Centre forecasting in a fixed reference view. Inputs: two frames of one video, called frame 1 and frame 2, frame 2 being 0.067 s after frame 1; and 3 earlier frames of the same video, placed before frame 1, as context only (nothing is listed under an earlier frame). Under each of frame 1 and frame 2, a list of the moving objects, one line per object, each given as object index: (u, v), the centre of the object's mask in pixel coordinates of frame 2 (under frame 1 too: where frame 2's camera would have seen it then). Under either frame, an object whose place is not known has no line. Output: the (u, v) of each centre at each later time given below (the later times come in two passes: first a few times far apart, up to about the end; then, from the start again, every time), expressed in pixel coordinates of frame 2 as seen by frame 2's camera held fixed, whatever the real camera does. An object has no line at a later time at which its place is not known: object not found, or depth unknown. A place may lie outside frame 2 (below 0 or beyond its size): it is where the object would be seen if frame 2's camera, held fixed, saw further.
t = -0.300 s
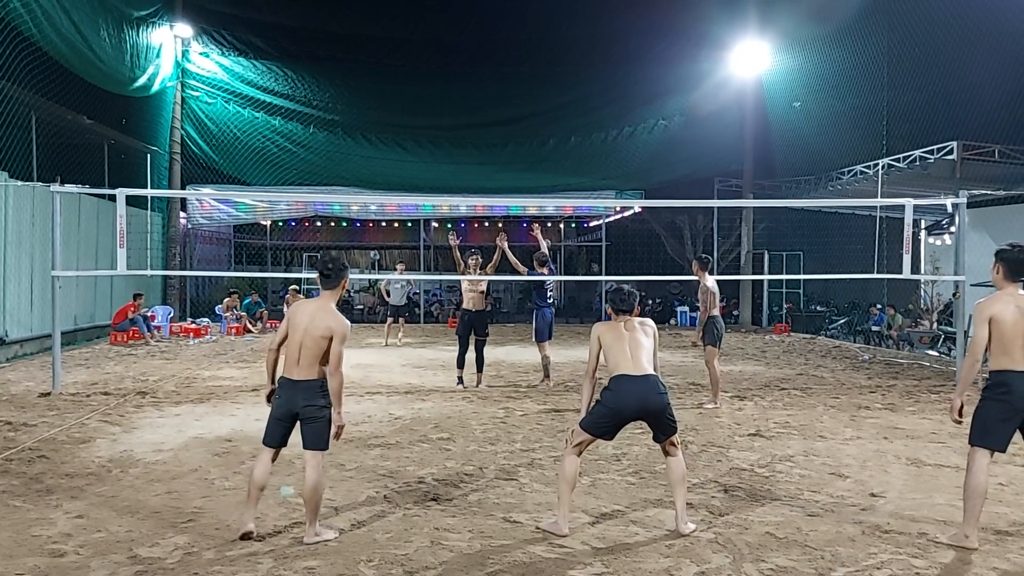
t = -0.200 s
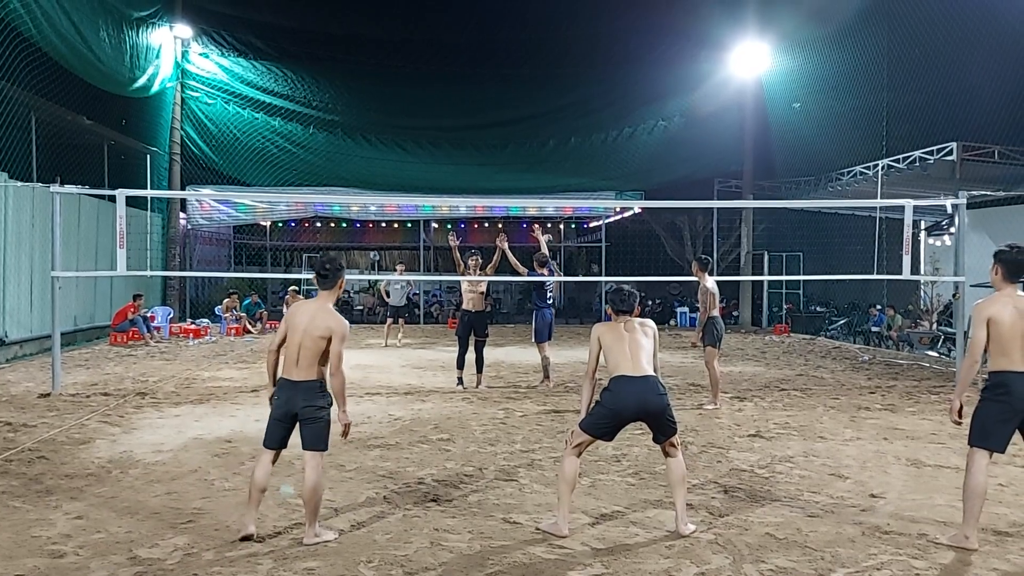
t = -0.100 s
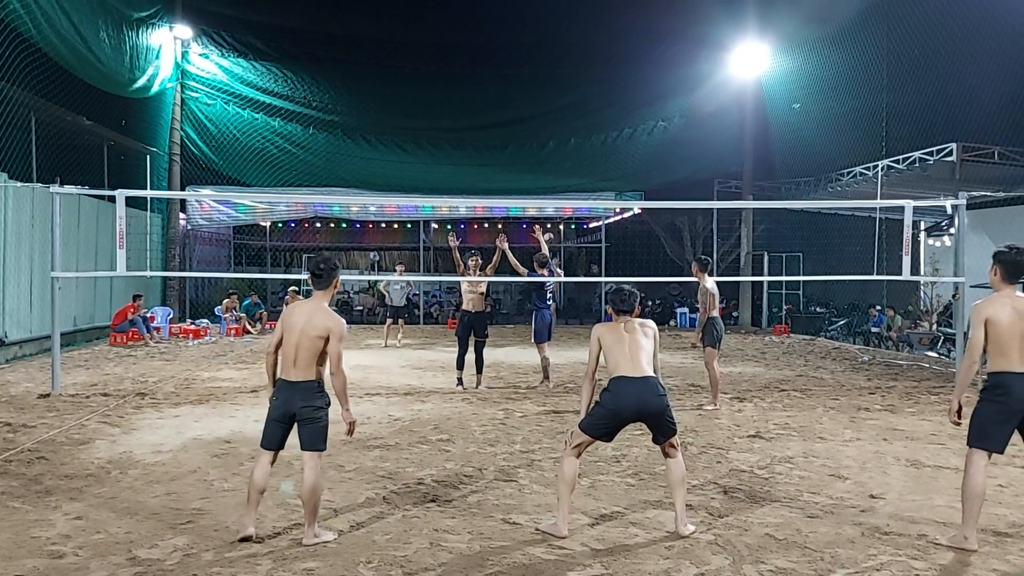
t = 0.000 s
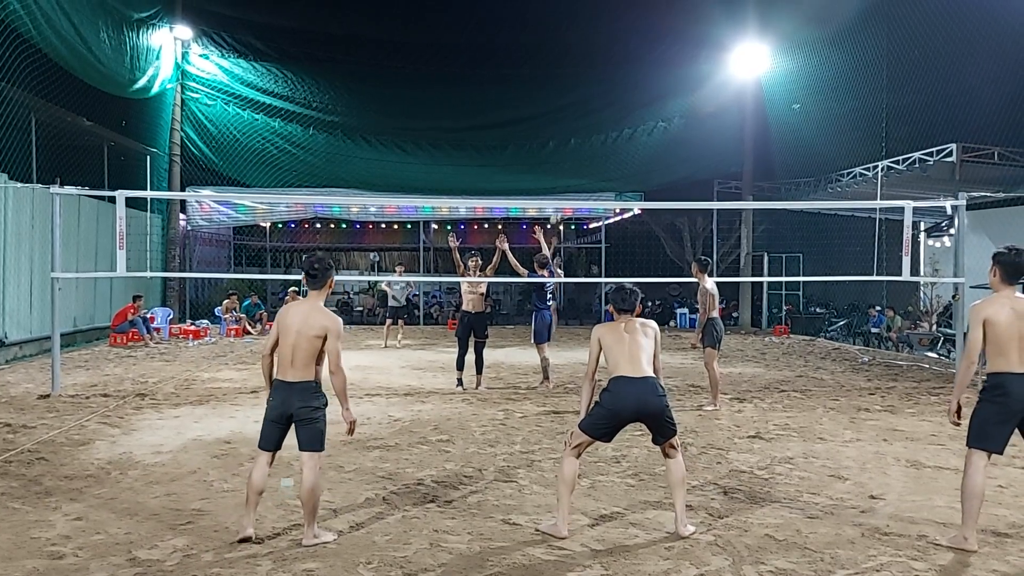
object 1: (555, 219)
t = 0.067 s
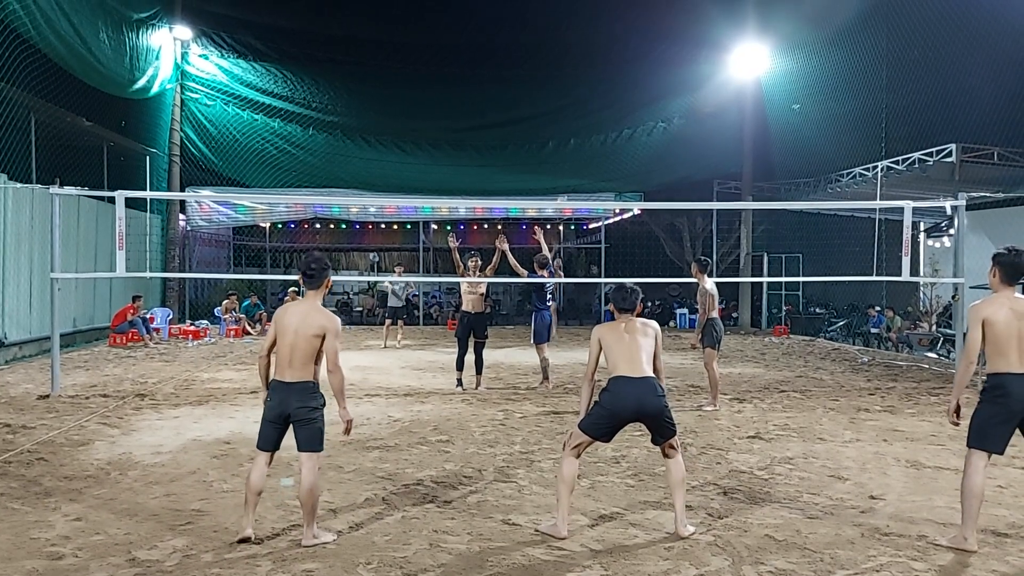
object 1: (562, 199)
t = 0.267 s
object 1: (584, 150)
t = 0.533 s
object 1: (627, 84)
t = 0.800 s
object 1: (713, 35)
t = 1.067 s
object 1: (898, 46)
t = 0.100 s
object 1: (565, 192)
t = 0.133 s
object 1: (568, 184)
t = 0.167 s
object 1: (572, 175)
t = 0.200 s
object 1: (576, 167)
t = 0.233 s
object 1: (580, 159)
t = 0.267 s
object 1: (584, 150)
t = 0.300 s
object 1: (588, 142)
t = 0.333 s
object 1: (592, 133)
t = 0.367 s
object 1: (598, 124)
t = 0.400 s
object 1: (603, 116)
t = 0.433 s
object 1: (608, 107)
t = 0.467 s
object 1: (614, 99)
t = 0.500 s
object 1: (620, 92)
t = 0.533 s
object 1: (627, 84)
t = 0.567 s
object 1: (635, 76)
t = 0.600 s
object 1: (643, 68)
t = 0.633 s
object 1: (652, 61)
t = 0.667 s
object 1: (662, 55)
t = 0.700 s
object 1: (673, 50)
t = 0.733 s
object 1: (685, 44)
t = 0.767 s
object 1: (699, 38)
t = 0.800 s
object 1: (713, 35)
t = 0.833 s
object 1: (728, 31)
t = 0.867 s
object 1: (747, 29)
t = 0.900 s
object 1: (764, 28)
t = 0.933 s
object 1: (785, 28)
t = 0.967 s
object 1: (809, 30)
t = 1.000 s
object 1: (834, 33)
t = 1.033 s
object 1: (863, 38)
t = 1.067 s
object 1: (898, 46)
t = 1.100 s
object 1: (935, 56)
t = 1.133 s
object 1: (980, 69)
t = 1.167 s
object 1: (1012, 83)
